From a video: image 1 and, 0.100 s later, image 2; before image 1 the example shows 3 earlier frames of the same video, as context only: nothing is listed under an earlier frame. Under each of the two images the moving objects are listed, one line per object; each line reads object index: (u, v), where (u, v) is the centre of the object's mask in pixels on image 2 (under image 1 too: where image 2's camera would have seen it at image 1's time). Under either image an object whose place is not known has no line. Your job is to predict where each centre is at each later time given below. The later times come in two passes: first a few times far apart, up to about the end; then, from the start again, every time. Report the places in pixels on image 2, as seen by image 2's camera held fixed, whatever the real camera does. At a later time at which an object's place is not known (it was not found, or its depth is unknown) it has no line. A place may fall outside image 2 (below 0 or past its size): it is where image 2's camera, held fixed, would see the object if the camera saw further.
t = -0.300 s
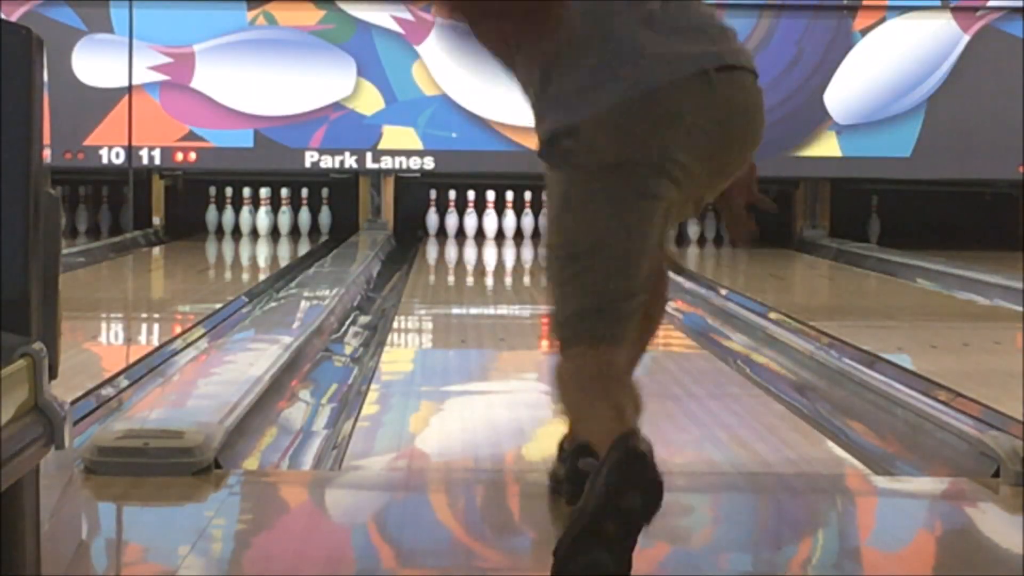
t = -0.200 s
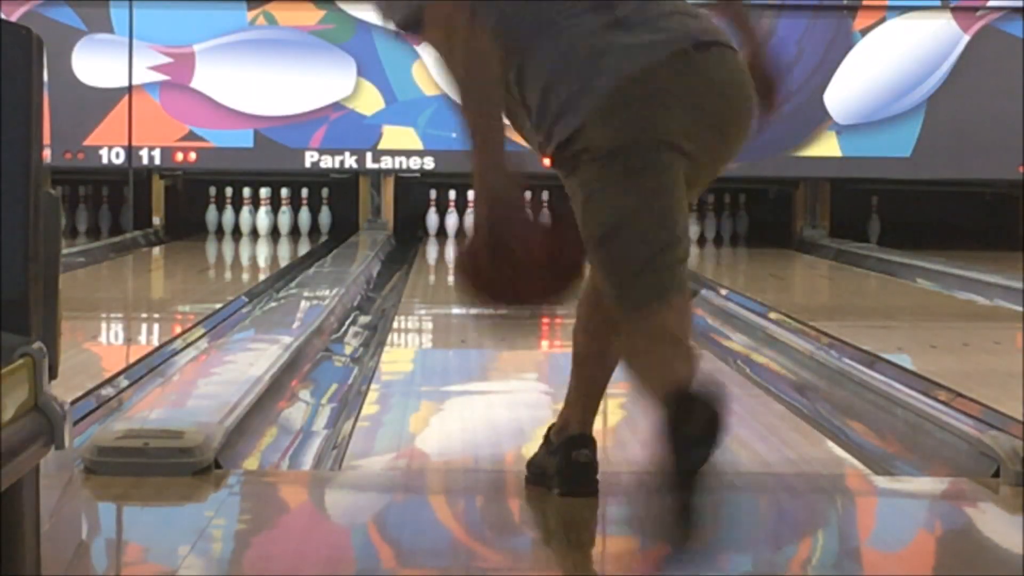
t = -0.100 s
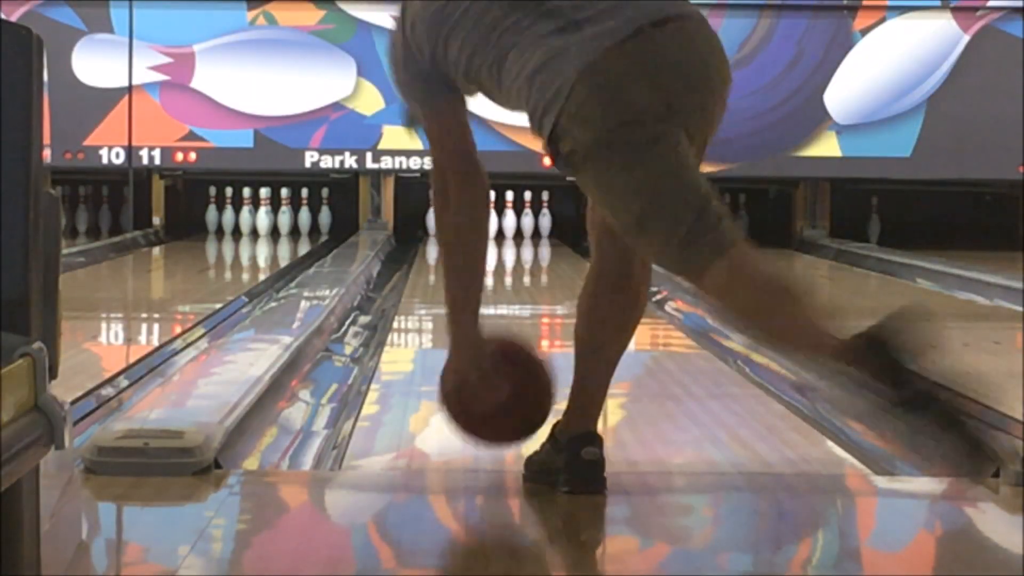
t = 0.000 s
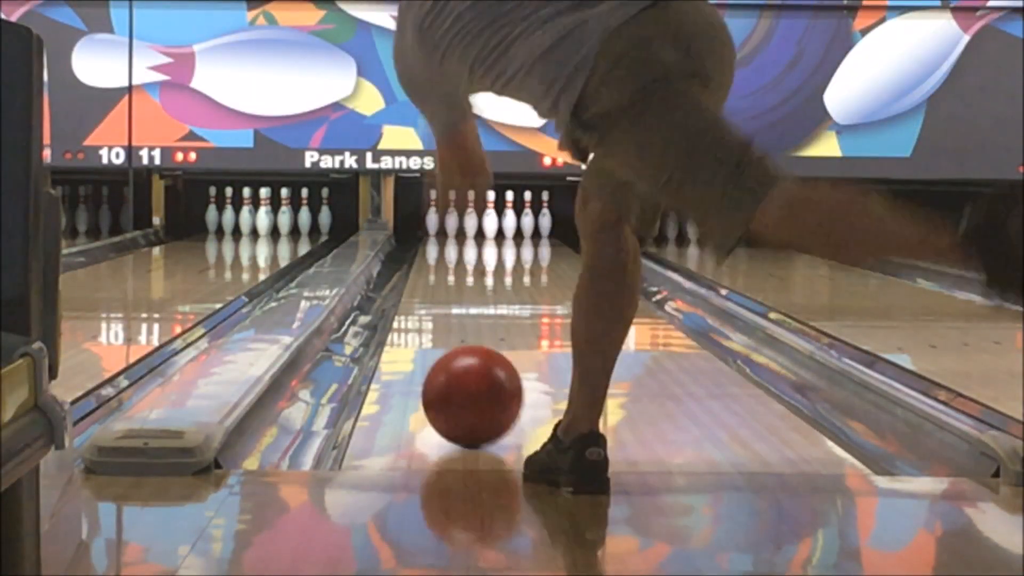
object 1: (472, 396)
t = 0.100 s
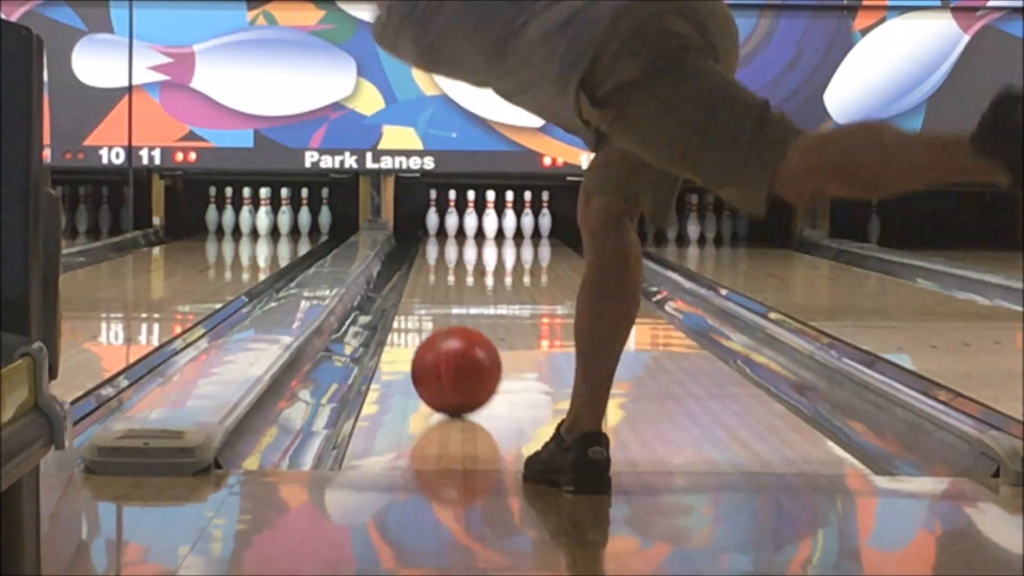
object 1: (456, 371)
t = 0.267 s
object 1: (437, 339)
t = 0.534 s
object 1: (420, 305)
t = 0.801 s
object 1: (414, 281)
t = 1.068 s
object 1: (415, 265)
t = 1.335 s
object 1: (422, 253)
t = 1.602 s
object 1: (434, 244)
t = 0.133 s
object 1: (452, 364)
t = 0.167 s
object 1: (448, 357)
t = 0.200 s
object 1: (444, 351)
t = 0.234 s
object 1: (440, 345)
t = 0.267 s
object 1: (437, 339)
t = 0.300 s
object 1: (434, 334)
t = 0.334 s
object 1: (432, 329)
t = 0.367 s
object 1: (429, 325)
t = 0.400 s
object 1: (427, 320)
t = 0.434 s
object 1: (425, 316)
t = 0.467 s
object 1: (423, 312)
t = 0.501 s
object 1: (422, 308)
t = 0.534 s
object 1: (420, 305)
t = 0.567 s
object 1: (419, 302)
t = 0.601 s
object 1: (418, 298)
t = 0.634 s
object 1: (417, 295)
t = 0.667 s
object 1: (416, 292)
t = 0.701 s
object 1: (415, 289)
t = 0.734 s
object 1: (415, 286)
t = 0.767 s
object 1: (414, 284)
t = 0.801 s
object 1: (414, 281)
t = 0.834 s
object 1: (414, 279)
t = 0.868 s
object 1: (414, 277)
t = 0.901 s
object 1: (414, 274)
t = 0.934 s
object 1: (414, 272)
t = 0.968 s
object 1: (414, 271)
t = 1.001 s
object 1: (414, 268)
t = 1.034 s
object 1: (415, 266)
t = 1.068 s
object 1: (415, 265)
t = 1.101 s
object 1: (416, 263)
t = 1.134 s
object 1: (417, 261)
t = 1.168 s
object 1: (417, 260)
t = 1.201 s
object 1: (418, 258)
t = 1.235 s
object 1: (419, 257)
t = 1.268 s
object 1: (420, 255)
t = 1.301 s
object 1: (421, 254)
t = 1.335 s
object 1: (422, 253)
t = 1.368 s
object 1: (423, 252)
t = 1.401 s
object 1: (424, 251)
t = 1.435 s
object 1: (426, 249)
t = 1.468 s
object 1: (427, 248)
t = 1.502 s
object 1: (429, 247)
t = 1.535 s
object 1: (430, 246)
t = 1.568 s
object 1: (432, 245)
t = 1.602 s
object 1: (434, 244)
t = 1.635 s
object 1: (435, 243)
